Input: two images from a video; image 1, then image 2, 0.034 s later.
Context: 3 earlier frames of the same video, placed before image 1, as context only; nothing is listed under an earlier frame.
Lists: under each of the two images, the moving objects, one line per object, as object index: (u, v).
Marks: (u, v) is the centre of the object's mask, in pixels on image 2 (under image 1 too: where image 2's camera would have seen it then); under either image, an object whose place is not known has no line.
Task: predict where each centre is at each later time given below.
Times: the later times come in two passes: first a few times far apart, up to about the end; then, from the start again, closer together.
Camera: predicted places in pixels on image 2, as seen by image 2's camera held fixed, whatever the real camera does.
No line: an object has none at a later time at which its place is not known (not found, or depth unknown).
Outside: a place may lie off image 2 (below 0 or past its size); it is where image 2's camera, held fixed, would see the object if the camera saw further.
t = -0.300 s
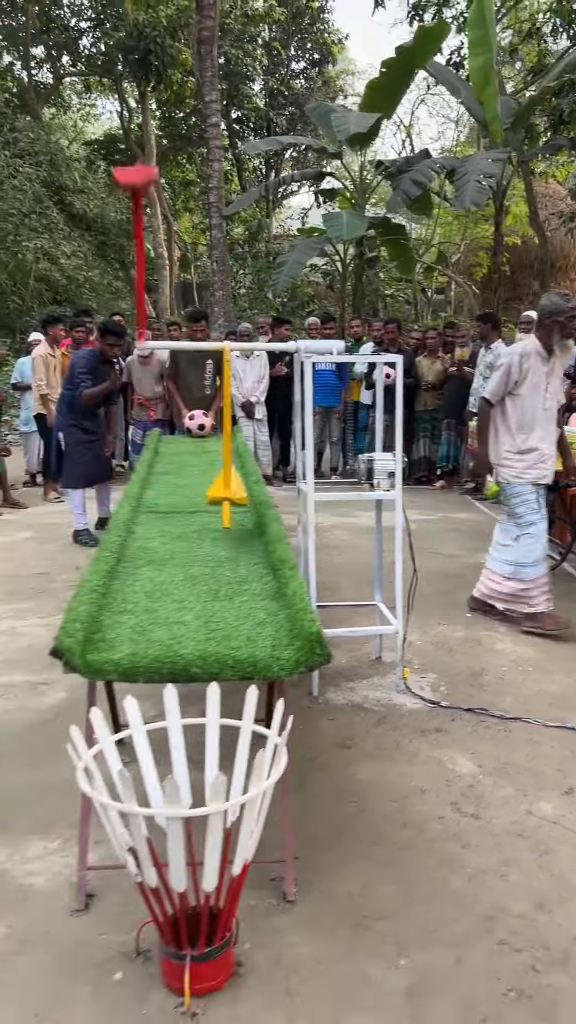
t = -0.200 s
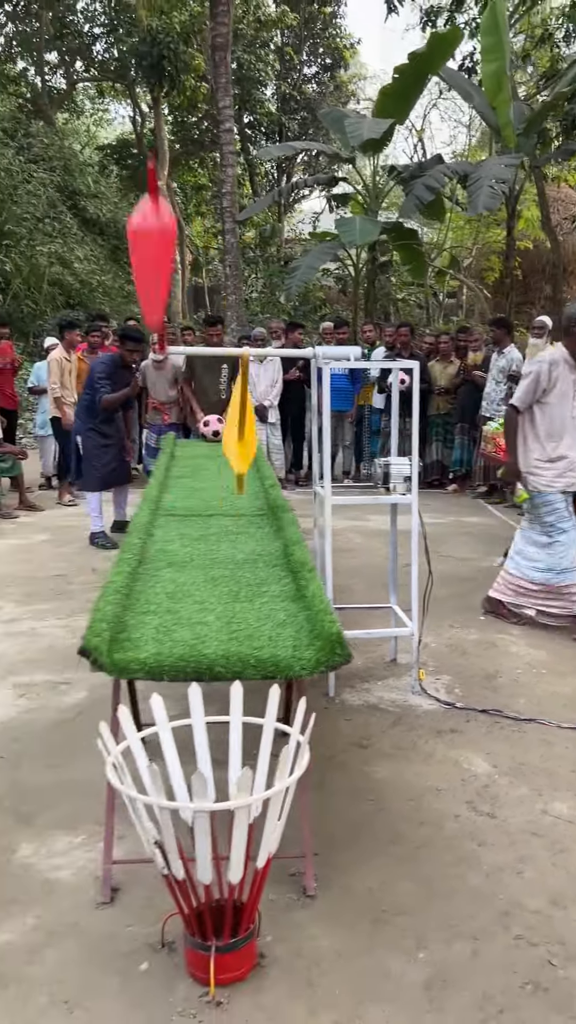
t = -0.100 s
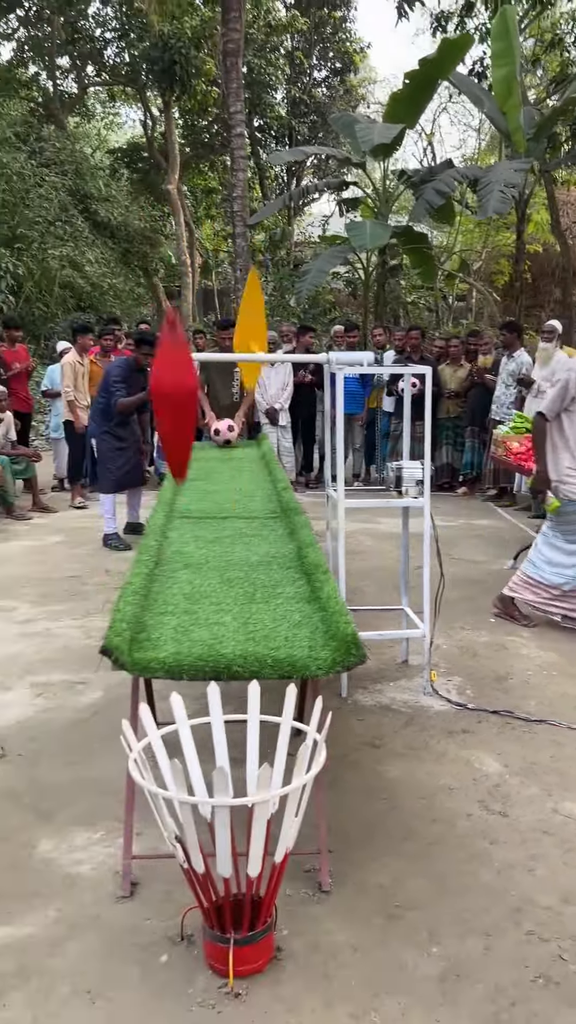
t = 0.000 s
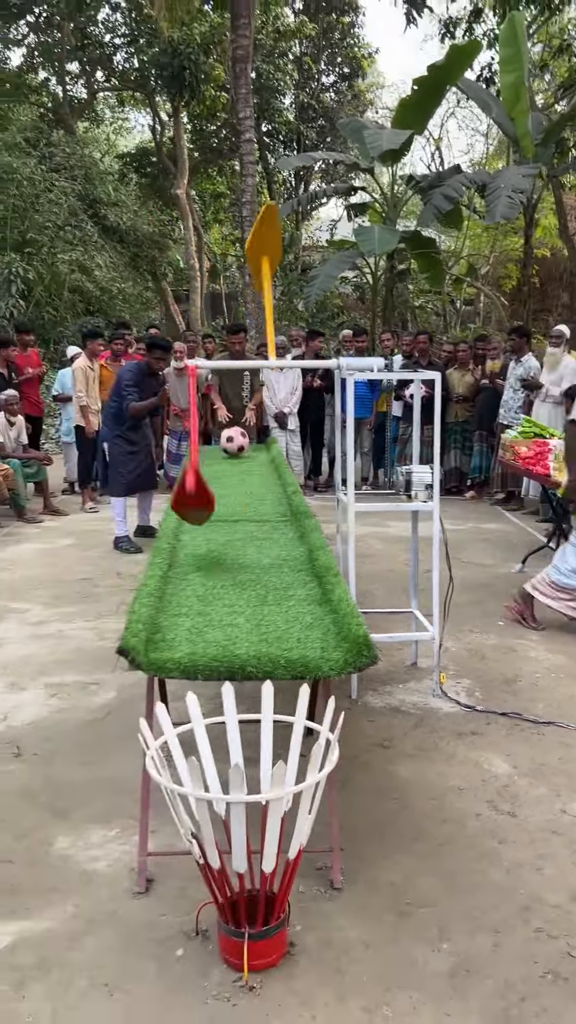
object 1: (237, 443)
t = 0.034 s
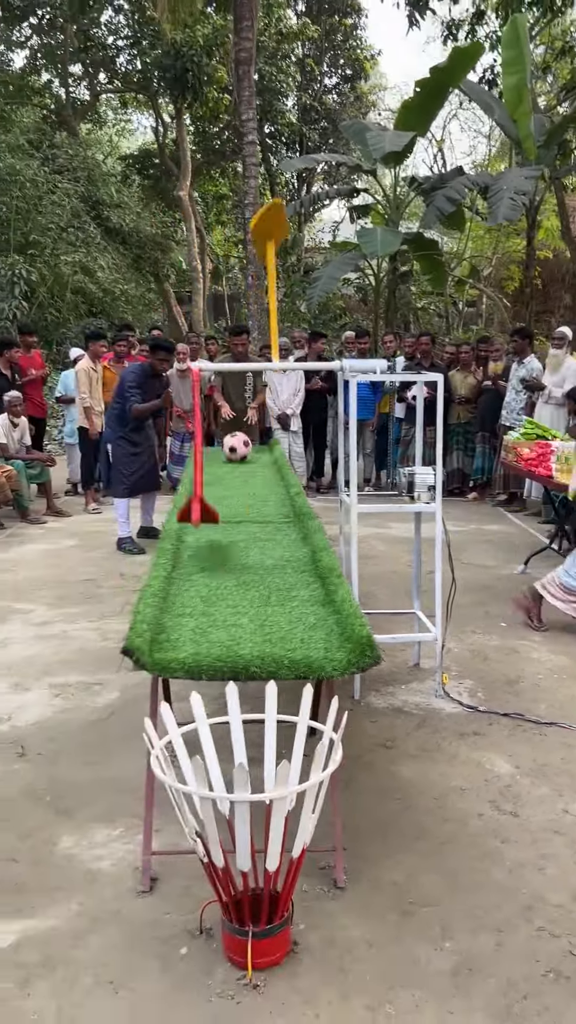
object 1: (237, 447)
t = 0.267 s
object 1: (235, 461)
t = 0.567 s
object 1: (232, 479)
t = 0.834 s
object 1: (231, 498)
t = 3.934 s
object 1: (255, 858)
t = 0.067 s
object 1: (236, 450)
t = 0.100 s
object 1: (236, 450)
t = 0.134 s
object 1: (236, 452)
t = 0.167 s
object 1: (236, 455)
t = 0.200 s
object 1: (235, 457)
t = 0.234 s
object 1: (235, 458)
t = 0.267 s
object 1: (235, 461)
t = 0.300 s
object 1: (234, 463)
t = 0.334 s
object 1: (234, 465)
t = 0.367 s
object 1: (234, 467)
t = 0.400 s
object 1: (233, 468)
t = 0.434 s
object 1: (233, 471)
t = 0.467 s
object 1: (233, 473)
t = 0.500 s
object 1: (233, 475)
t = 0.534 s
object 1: (232, 477)
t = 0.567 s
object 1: (232, 479)
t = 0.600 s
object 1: (232, 481)
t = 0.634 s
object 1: (231, 484)
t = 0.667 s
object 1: (231, 485)
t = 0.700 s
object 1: (231, 488)
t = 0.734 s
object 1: (233, 491)
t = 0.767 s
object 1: (233, 492)
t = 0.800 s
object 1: (230, 495)
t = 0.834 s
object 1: (231, 498)
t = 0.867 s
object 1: (233, 500)
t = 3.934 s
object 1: (255, 858)
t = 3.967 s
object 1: (255, 857)
